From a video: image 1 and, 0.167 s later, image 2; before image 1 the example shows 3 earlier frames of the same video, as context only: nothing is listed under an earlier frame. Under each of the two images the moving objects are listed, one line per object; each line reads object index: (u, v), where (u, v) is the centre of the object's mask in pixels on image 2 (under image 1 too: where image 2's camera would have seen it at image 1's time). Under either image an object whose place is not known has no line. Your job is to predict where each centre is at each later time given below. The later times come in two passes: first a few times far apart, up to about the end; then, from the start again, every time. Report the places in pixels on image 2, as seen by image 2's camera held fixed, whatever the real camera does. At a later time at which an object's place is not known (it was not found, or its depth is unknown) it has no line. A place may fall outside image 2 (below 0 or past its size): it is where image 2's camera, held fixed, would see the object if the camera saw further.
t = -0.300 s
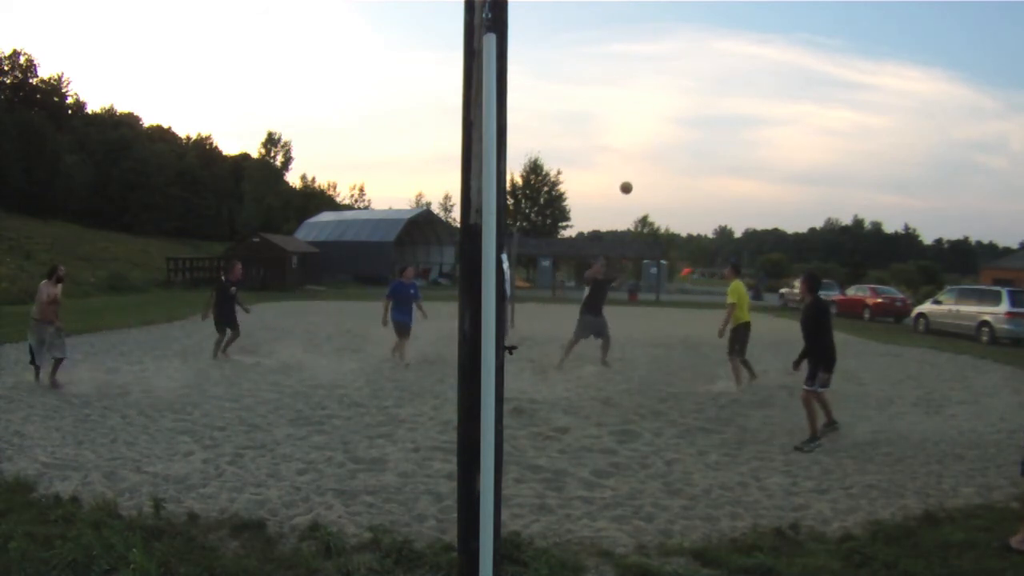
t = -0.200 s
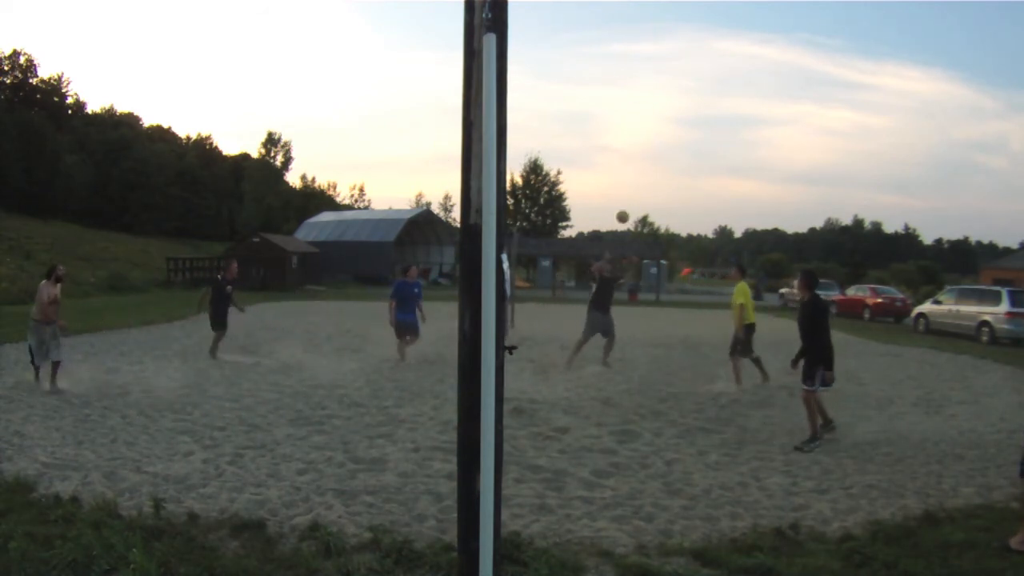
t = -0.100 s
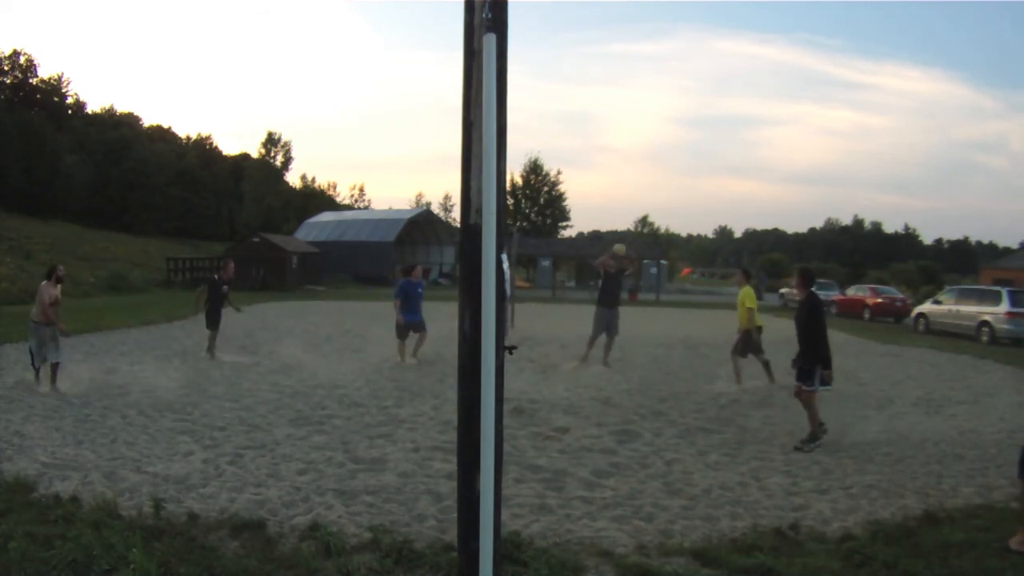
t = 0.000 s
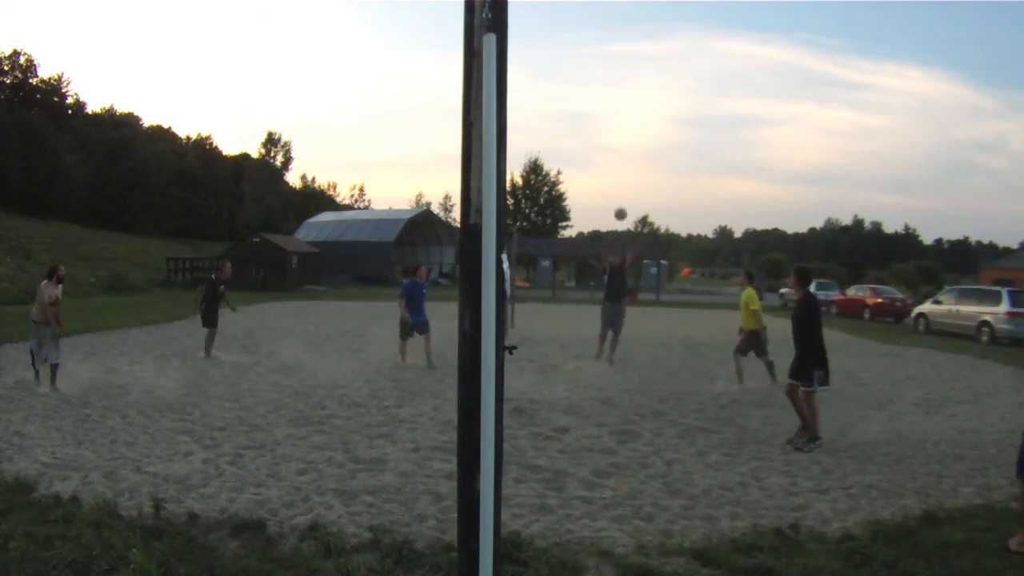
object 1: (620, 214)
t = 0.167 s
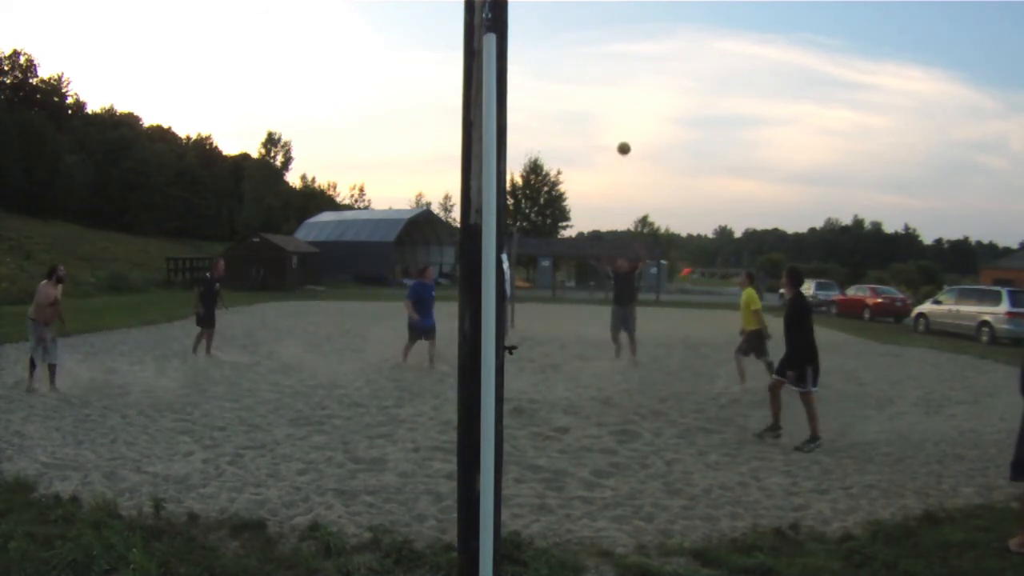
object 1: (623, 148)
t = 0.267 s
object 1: (625, 115)
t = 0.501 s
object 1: (629, 59)
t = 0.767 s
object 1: (635, 33)
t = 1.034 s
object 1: (645, 62)
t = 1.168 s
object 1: (653, 109)
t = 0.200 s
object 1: (624, 137)
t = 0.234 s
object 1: (625, 126)
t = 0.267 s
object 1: (625, 115)
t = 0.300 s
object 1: (626, 105)
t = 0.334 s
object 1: (626, 96)
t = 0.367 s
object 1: (626, 87)
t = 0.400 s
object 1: (627, 79)
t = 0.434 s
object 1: (627, 72)
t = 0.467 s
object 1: (628, 65)
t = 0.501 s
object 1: (629, 59)
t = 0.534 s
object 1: (629, 53)
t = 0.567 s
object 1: (630, 48)
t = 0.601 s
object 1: (631, 44)
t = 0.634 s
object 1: (631, 40)
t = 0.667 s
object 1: (632, 37)
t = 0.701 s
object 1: (633, 35)
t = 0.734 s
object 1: (634, 33)
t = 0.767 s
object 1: (635, 33)
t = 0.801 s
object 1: (636, 33)
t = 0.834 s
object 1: (637, 34)
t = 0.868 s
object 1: (638, 36)
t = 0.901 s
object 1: (639, 39)
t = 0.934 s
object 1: (640, 43)
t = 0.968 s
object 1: (642, 48)
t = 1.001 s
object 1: (643, 55)
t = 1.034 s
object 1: (645, 62)
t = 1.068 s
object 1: (647, 71)
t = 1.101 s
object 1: (649, 82)
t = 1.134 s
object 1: (651, 95)
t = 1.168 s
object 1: (653, 109)
